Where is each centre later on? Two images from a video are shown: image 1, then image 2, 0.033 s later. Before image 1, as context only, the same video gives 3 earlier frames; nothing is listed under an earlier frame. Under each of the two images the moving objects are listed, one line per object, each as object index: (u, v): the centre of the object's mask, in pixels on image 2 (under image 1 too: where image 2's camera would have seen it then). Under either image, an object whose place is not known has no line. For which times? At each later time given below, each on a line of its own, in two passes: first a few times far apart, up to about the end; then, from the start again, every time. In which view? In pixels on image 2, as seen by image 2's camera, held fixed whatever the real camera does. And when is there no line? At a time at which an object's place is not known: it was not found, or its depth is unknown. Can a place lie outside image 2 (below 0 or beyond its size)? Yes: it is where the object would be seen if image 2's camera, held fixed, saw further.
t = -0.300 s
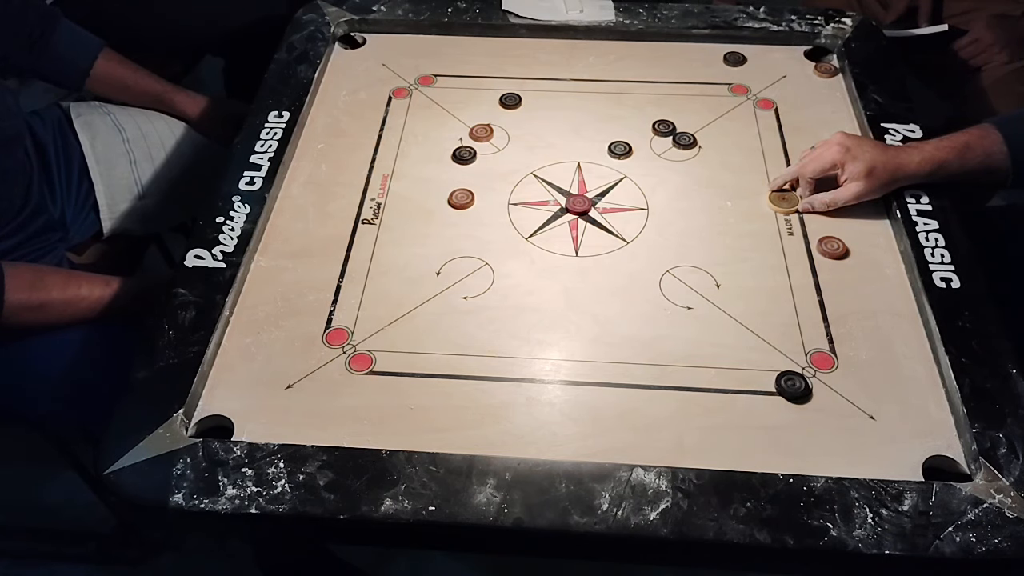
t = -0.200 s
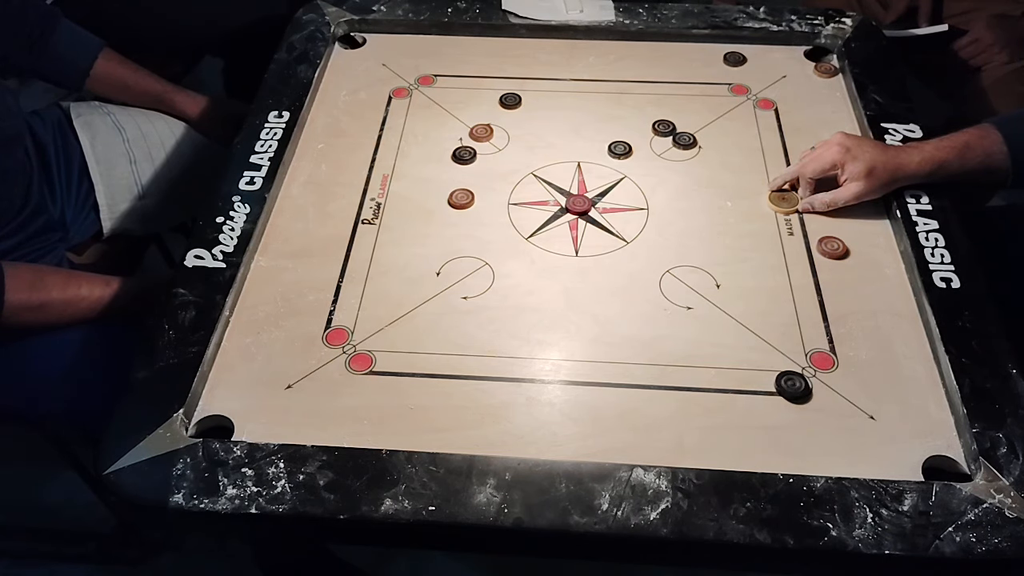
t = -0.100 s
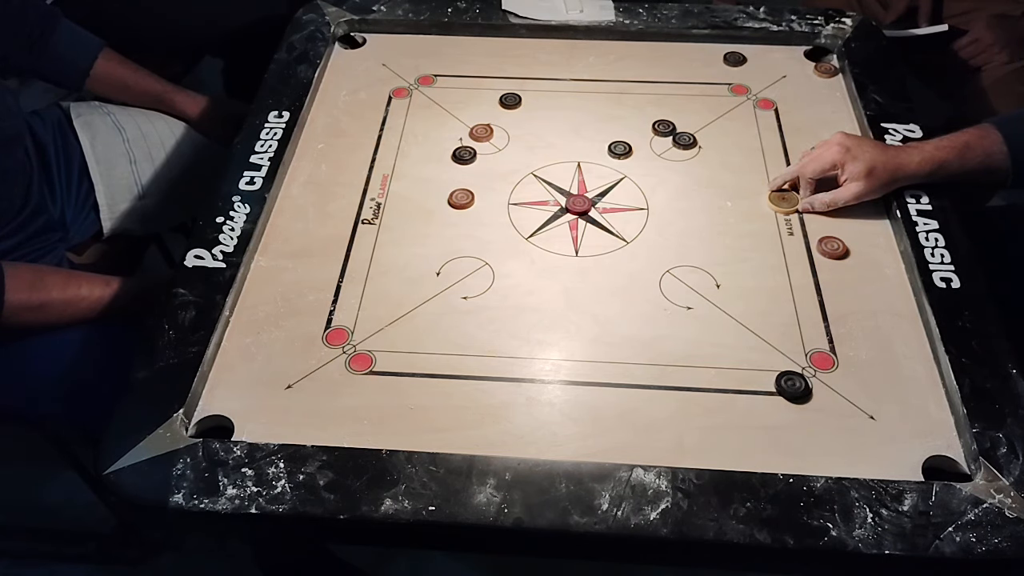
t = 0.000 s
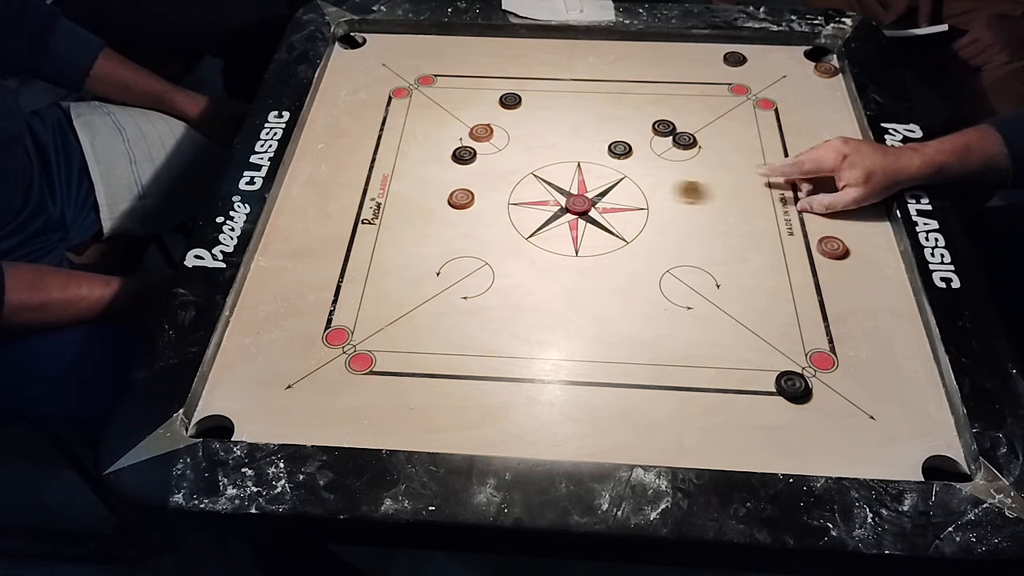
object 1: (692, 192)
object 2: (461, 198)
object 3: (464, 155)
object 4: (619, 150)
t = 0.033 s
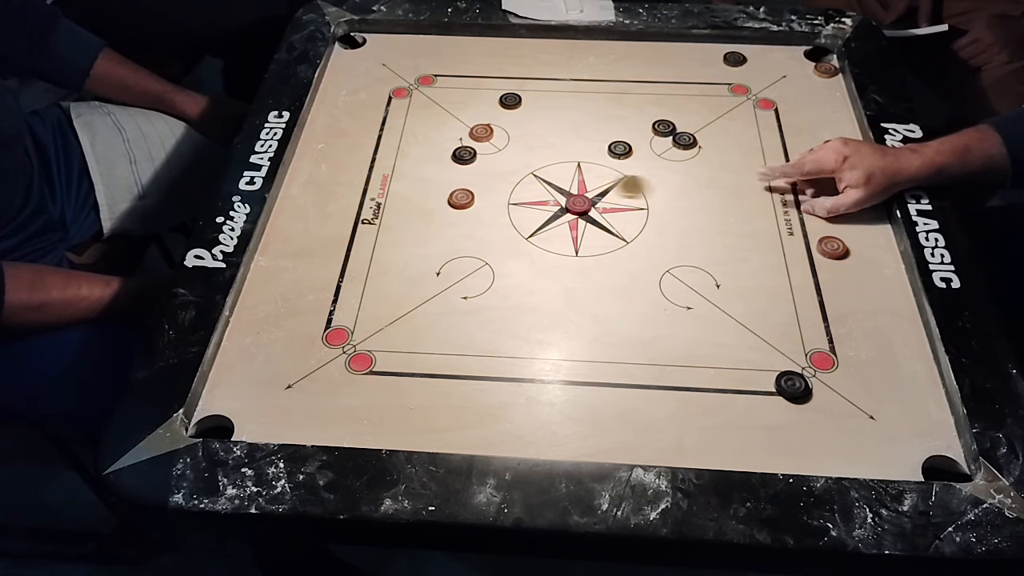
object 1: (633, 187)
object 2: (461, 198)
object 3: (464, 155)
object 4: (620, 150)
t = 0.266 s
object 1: (308, 183)
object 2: (461, 198)
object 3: (368, 79)
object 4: (619, 150)
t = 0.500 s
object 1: (467, 224)
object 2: (504, 186)
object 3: (414, 52)
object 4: (620, 150)
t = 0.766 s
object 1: (568, 265)
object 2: (611, 164)
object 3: (449, 75)
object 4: (634, 140)
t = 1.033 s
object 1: (604, 278)
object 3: (451, 76)
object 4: (643, 135)
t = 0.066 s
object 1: (573, 178)
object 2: (461, 198)
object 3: (464, 155)
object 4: (619, 150)
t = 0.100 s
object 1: (517, 175)
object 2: (461, 198)
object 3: (464, 155)
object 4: (619, 150)
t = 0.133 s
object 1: (467, 172)
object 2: (461, 198)
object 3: (458, 150)
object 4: (619, 150)
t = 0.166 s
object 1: (425, 175)
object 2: (461, 199)
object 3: (433, 130)
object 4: (619, 150)
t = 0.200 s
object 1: (386, 177)
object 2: (461, 198)
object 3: (410, 112)
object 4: (619, 150)
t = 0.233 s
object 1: (345, 180)
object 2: (461, 198)
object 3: (388, 95)
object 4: (619, 150)
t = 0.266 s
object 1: (308, 183)
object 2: (461, 198)
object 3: (368, 79)
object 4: (619, 150)
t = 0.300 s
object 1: (317, 188)
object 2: (461, 198)
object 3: (350, 64)
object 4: (619, 150)
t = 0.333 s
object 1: (349, 194)
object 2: (461, 198)
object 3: (349, 52)
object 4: (619, 150)
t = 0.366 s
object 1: (377, 199)
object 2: (461, 199)
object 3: (369, 46)
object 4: (620, 150)
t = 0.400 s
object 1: (406, 205)
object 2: (461, 198)
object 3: (387, 40)
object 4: (619, 150)
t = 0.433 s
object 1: (433, 210)
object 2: (461, 199)
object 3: (397, 42)
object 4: (619, 150)
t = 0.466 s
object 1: (451, 217)
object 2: (482, 193)
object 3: (406, 48)
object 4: (620, 150)
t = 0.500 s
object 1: (467, 224)
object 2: (504, 186)
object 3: (414, 52)
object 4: (620, 150)
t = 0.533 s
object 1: (483, 231)
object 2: (524, 181)
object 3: (421, 57)
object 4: (619, 150)
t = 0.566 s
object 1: (498, 237)
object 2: (542, 176)
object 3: (427, 61)
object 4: (619, 150)
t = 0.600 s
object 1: (512, 243)
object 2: (560, 172)
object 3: (433, 64)
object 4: (620, 150)
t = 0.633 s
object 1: (526, 248)
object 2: (576, 167)
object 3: (438, 67)
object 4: (619, 150)
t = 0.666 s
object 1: (538, 253)
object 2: (591, 163)
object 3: (442, 70)
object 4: (620, 150)
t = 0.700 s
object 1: (549, 257)
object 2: (603, 161)
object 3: (445, 72)
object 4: (621, 149)
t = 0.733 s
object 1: (559, 261)
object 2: (607, 163)
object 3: (447, 74)
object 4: (628, 144)
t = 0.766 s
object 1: (568, 265)
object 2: (611, 164)
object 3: (449, 75)
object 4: (634, 140)
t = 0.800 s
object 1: (576, 268)
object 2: (614, 165)
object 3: (450, 76)
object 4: (640, 137)
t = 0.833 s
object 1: (583, 271)
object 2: (616, 166)
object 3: (451, 76)
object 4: (643, 135)
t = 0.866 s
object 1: (590, 273)
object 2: (617, 166)
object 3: (451, 76)
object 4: (643, 135)
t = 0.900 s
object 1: (595, 275)
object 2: (617, 166)
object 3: (451, 76)
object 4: (643, 135)
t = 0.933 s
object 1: (599, 276)
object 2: (617, 166)
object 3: (451, 76)
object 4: (643, 135)
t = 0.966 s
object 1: (602, 277)
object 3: (451, 76)
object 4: (643, 135)
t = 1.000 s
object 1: (604, 278)
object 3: (451, 76)
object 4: (643, 135)
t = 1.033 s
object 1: (604, 278)
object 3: (451, 76)
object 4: (643, 135)
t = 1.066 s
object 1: (604, 278)
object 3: (451, 76)
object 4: (643, 135)
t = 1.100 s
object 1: (604, 278)
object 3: (451, 76)
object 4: (643, 135)
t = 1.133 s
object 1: (604, 278)
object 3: (451, 76)
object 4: (643, 135)
